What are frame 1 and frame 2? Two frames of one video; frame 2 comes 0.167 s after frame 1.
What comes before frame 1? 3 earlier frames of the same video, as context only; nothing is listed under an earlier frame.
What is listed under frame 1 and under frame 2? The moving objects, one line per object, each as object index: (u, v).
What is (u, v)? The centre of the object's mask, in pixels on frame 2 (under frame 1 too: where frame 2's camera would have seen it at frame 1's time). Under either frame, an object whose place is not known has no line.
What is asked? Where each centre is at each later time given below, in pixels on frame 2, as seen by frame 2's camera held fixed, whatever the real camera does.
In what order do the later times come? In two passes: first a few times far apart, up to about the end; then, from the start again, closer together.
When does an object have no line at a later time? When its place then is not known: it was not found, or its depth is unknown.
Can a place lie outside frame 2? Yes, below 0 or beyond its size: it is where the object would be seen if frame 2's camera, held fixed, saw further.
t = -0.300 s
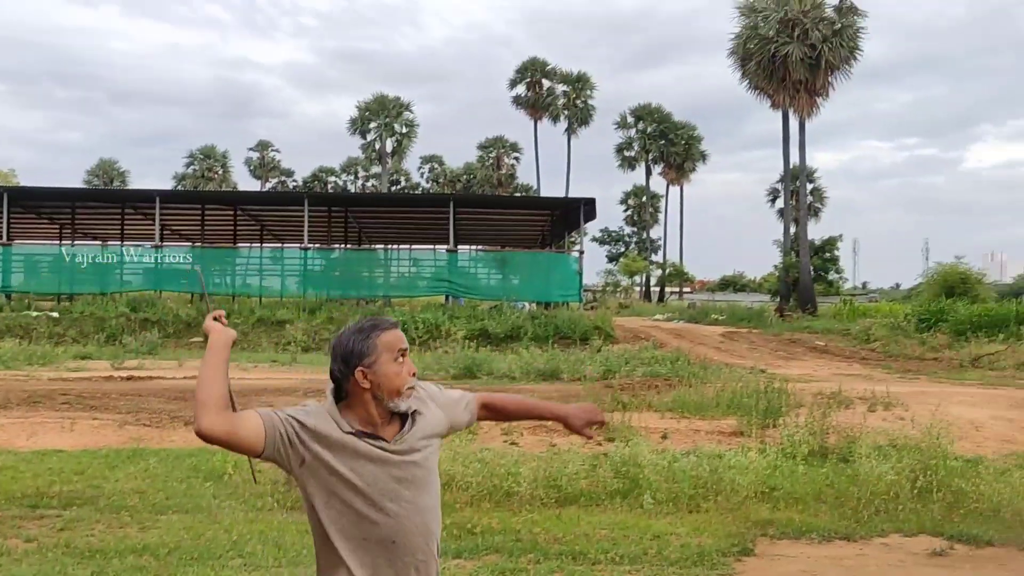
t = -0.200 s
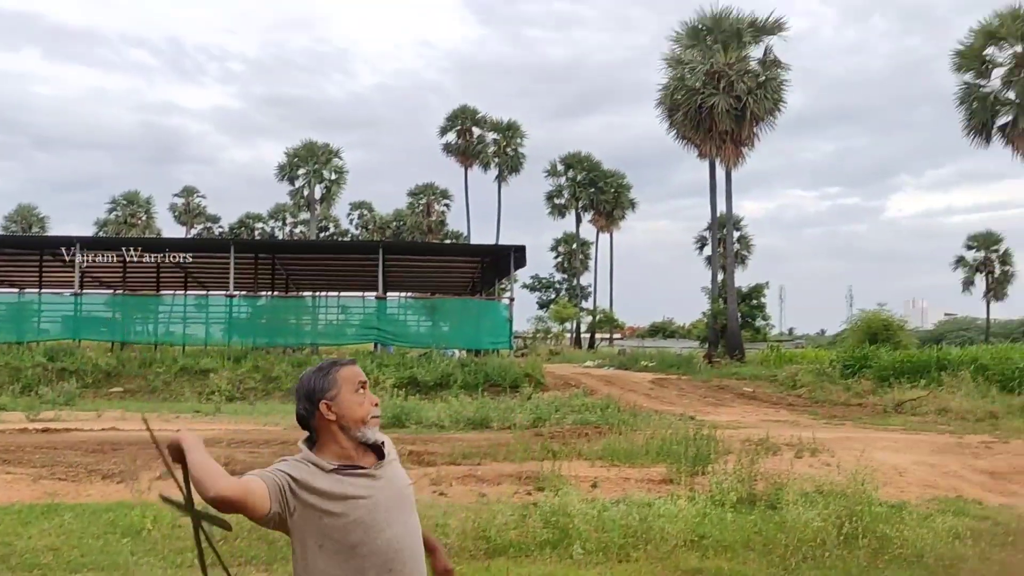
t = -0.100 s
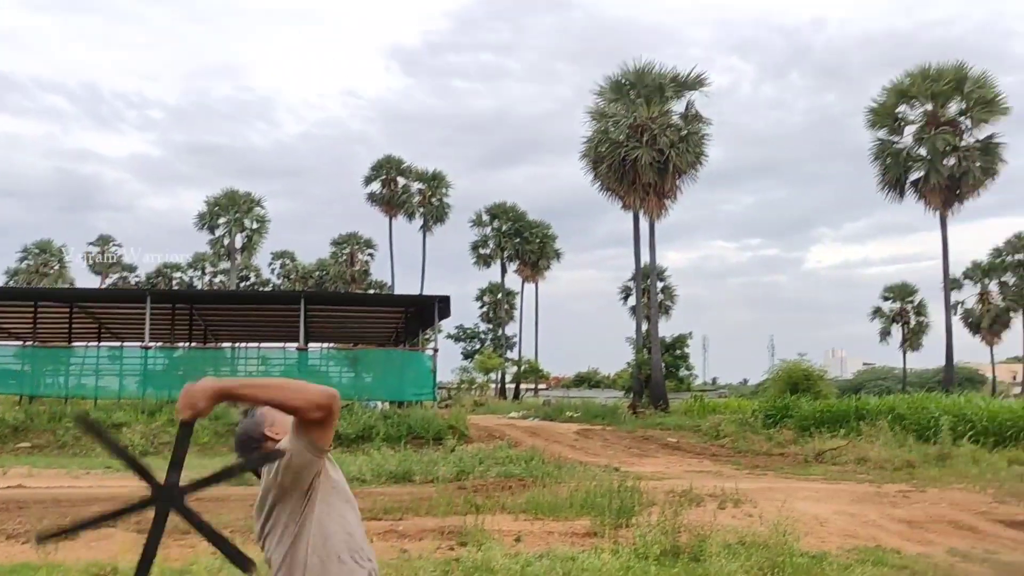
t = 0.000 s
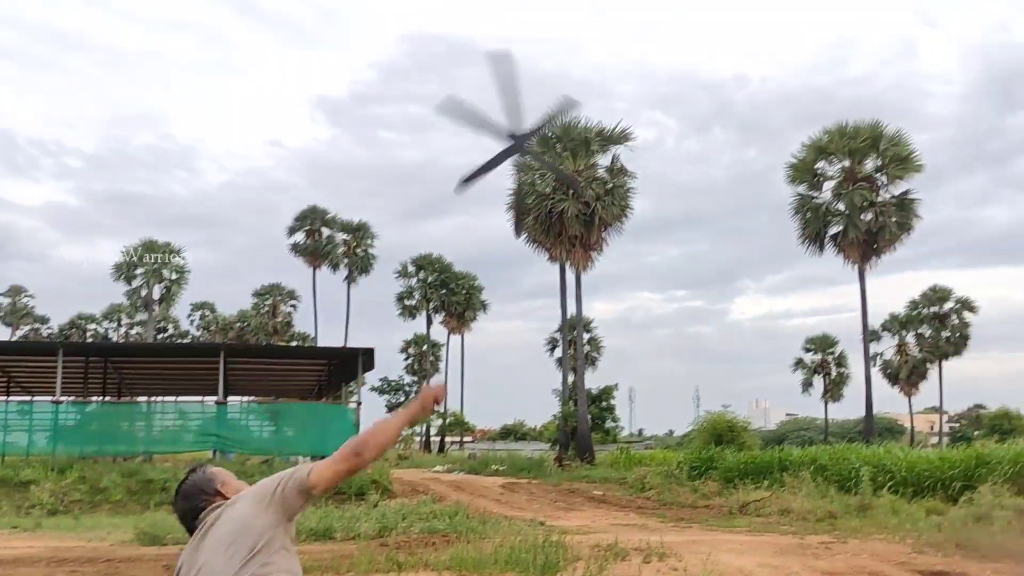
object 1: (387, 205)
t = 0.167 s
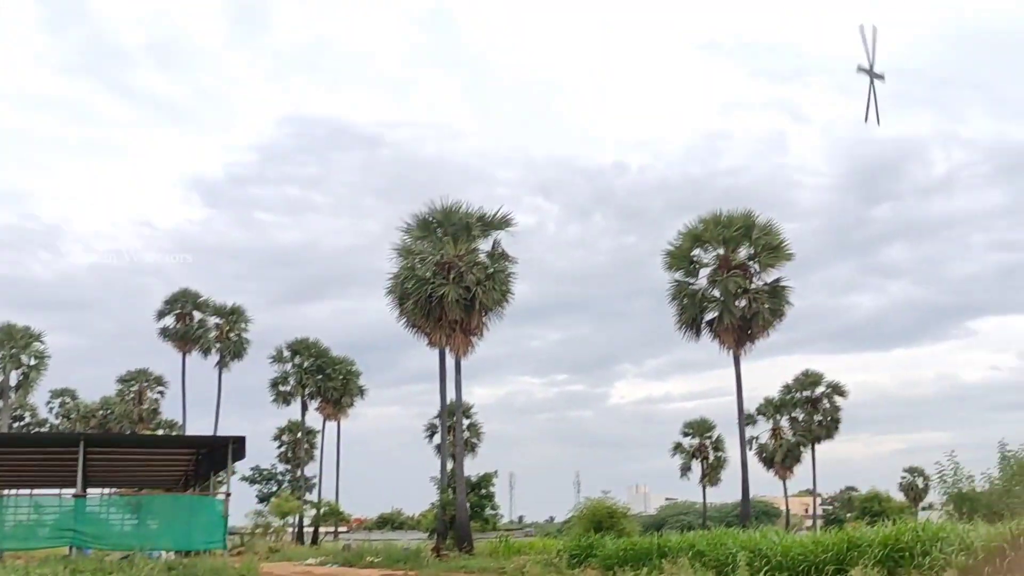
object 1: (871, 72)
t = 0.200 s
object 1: (913, 63)
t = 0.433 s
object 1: (971, 62)
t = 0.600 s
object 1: (878, 76)
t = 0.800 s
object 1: (731, 95)
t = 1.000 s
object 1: (583, 110)
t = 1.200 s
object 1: (440, 121)
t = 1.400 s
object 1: (299, 131)
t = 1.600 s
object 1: (151, 145)
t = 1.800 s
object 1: (-12, 163)
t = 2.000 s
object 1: (-207, 184)
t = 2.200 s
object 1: (-451, 207)
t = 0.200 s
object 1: (913, 63)
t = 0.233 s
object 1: (944, 58)
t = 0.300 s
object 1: (980, 54)
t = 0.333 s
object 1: (986, 51)
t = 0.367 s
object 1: (986, 54)
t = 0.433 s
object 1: (971, 62)
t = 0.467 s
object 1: (957, 61)
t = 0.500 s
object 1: (940, 65)
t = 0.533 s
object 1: (922, 68)
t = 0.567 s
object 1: (901, 72)
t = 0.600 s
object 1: (878, 76)
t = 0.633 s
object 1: (855, 79)
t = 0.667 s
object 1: (830, 85)
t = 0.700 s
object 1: (806, 86)
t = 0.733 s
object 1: (781, 89)
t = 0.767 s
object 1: (756, 92)
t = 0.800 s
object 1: (731, 95)
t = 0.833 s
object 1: (706, 98)
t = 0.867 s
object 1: (681, 100)
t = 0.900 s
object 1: (656, 103)
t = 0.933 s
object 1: (632, 105)
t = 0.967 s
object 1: (608, 107)
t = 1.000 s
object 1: (583, 110)
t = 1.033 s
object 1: (559, 111)
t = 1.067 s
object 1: (535, 113)
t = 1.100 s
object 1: (511, 115)
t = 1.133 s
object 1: (488, 117)
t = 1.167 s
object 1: (464, 119)
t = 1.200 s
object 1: (440, 121)
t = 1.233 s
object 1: (417, 122)
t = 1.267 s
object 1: (394, 124)
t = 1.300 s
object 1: (370, 126)
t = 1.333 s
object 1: (347, 127)
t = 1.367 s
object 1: (323, 129)
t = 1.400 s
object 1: (299, 131)
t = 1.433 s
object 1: (275, 133)
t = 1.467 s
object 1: (251, 135)
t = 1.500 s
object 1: (226, 137)
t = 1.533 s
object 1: (201, 140)
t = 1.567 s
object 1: (177, 142)
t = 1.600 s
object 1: (151, 145)
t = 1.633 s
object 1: (125, 147)
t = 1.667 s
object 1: (100, 150)
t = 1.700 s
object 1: (72, 153)
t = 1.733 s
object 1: (45, 157)
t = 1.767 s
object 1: (17, 160)
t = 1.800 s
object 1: (-12, 163)
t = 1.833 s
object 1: (-42, 166)
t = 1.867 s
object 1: (-72, 169)
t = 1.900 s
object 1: (-104, 173)
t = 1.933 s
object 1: (-137, 176)
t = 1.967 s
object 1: (-171, 180)
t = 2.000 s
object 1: (-207, 184)
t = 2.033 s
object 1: (-243, 187)
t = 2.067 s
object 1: (-281, 192)
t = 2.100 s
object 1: (-321, 196)
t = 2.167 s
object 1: (-405, 203)
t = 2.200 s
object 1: (-451, 207)
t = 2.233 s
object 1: (-498, 211)
